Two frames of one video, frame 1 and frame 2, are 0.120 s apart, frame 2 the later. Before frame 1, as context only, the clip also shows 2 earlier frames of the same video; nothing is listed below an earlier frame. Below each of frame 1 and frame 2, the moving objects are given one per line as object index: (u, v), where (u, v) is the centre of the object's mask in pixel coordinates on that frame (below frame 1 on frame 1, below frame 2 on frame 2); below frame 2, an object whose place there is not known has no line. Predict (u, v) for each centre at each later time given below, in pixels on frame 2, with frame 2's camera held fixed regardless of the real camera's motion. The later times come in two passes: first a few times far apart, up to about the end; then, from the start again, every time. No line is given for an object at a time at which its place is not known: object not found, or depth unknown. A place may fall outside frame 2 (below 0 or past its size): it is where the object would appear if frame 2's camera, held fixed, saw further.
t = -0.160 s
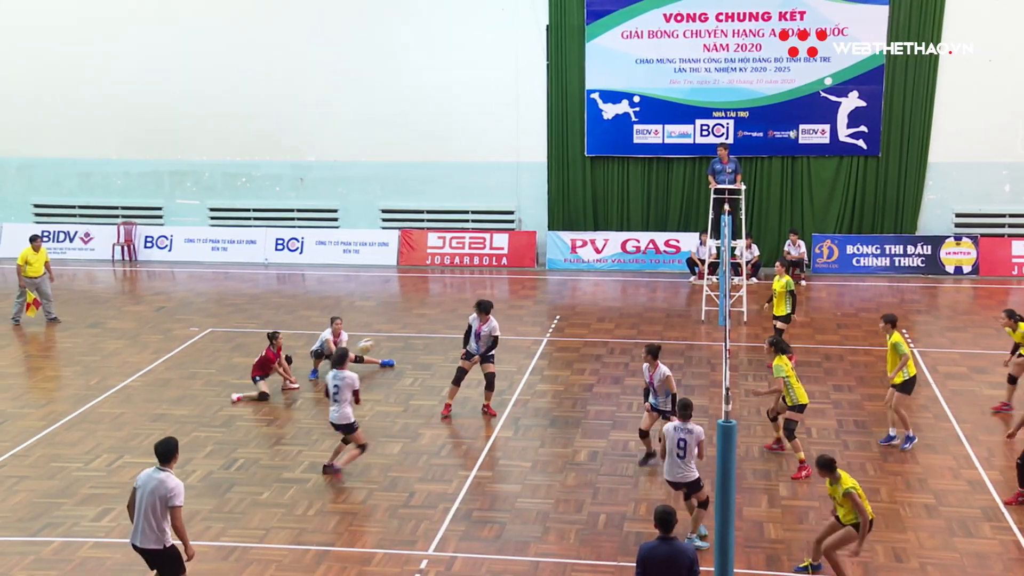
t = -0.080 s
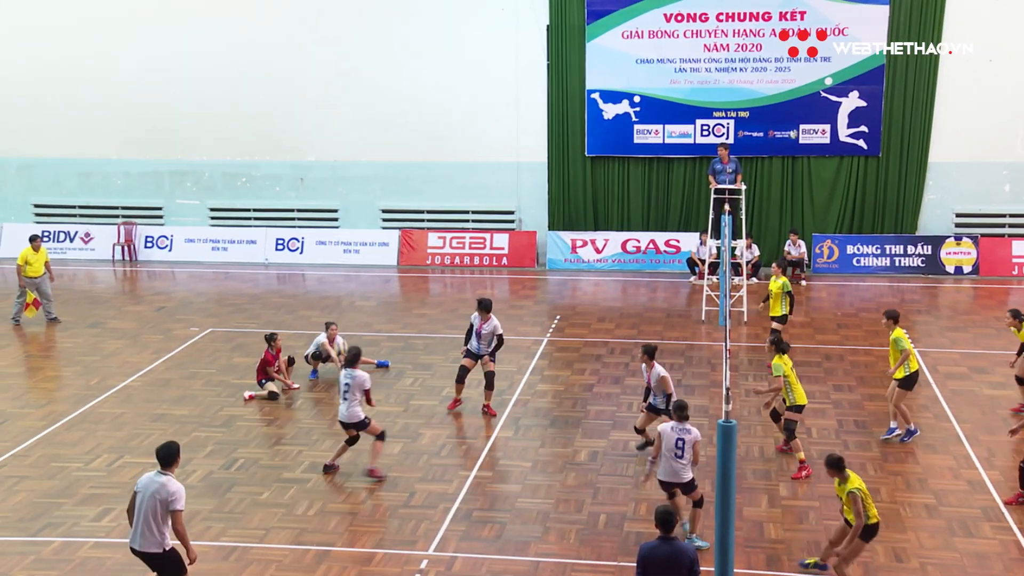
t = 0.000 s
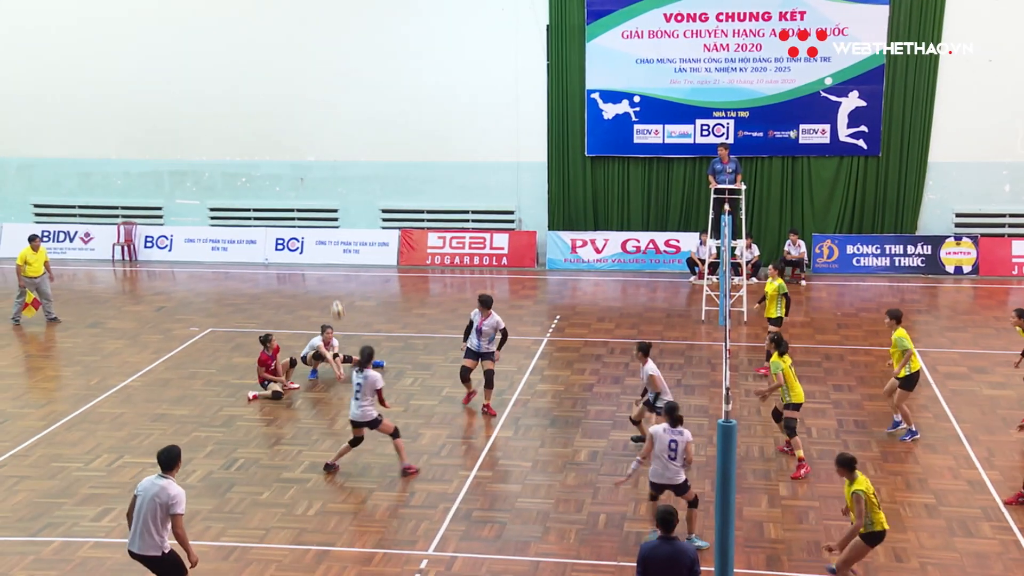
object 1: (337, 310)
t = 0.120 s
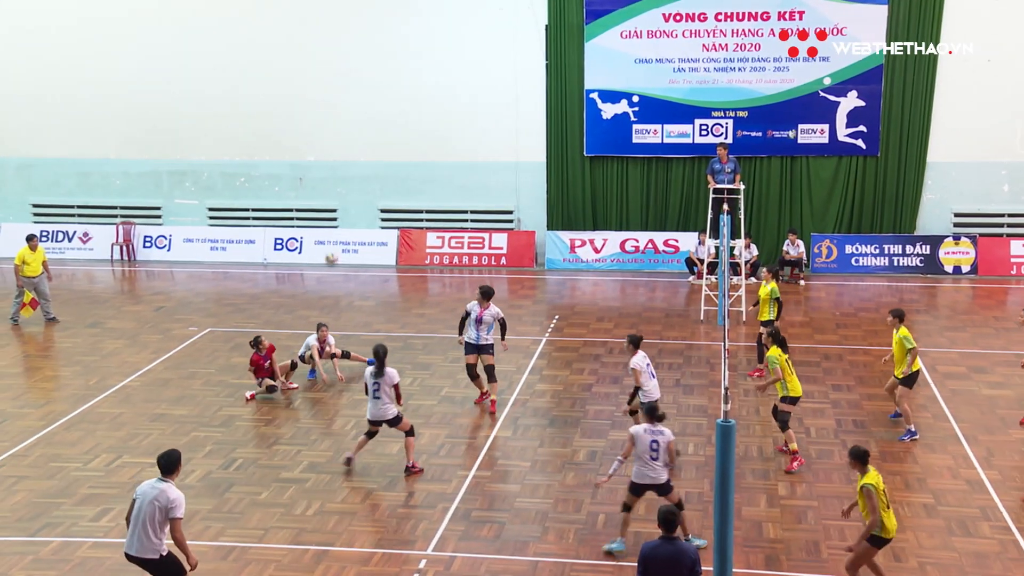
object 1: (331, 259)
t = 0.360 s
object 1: (321, 179)
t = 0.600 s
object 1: (312, 136)
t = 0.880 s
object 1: (302, 134)
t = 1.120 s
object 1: (296, 181)
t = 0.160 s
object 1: (330, 244)
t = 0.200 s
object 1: (328, 227)
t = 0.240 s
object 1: (326, 215)
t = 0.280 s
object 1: (325, 201)
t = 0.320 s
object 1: (324, 190)
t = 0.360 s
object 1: (321, 179)
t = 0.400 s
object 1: (319, 169)
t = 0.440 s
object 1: (318, 161)
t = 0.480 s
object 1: (316, 153)
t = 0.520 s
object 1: (315, 146)
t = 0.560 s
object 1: (313, 140)
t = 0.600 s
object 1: (312, 136)
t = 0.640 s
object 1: (311, 132)
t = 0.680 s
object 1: (309, 130)
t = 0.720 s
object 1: (308, 128)
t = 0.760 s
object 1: (306, 129)
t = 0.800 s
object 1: (305, 129)
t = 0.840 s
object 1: (304, 131)
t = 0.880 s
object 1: (302, 134)
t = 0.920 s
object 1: (301, 140)
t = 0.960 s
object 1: (300, 145)
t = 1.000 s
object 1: (299, 153)
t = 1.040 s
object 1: (298, 160)
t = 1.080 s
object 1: (297, 171)
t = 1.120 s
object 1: (296, 181)
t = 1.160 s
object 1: (295, 193)
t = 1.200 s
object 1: (294, 206)
